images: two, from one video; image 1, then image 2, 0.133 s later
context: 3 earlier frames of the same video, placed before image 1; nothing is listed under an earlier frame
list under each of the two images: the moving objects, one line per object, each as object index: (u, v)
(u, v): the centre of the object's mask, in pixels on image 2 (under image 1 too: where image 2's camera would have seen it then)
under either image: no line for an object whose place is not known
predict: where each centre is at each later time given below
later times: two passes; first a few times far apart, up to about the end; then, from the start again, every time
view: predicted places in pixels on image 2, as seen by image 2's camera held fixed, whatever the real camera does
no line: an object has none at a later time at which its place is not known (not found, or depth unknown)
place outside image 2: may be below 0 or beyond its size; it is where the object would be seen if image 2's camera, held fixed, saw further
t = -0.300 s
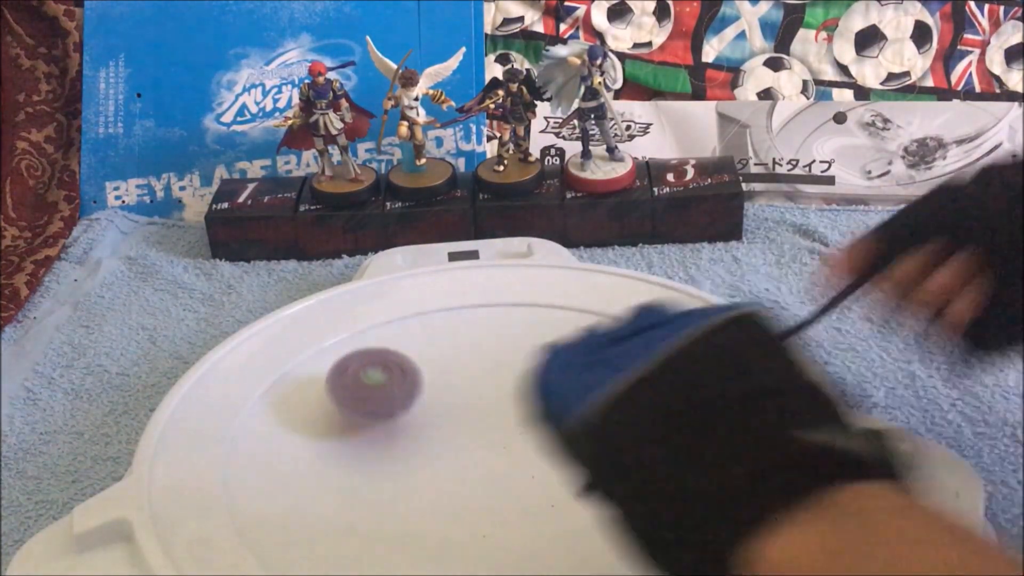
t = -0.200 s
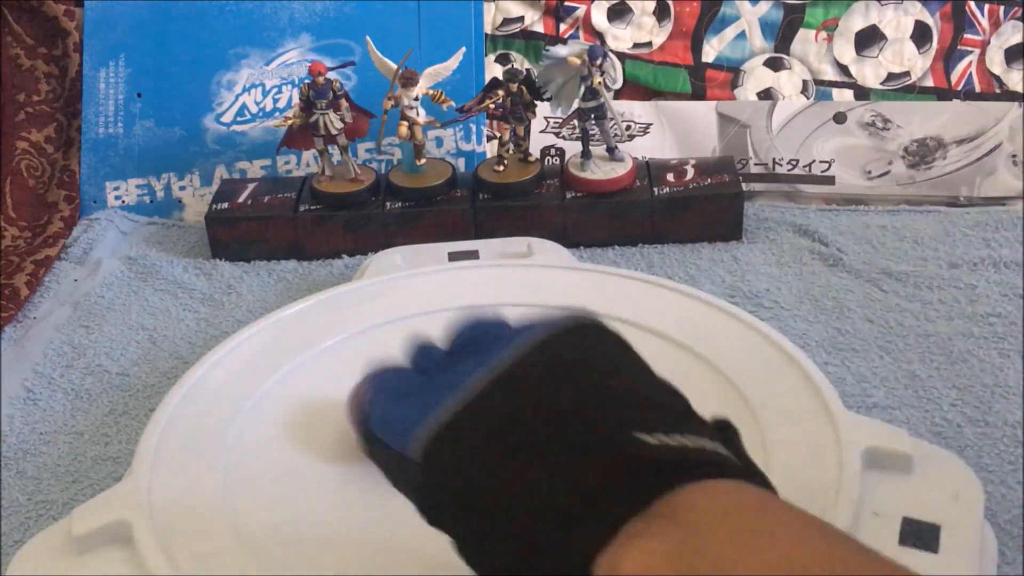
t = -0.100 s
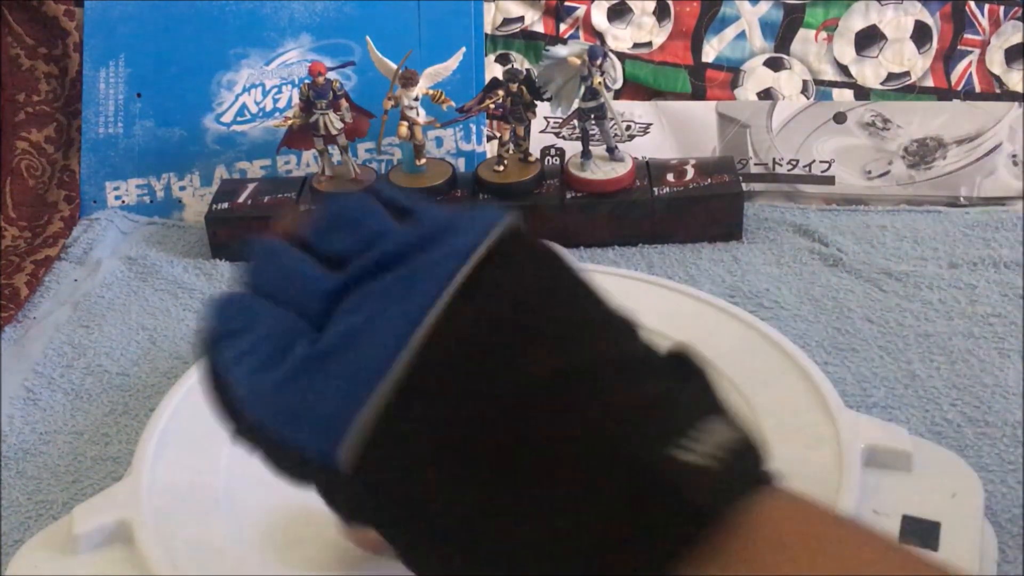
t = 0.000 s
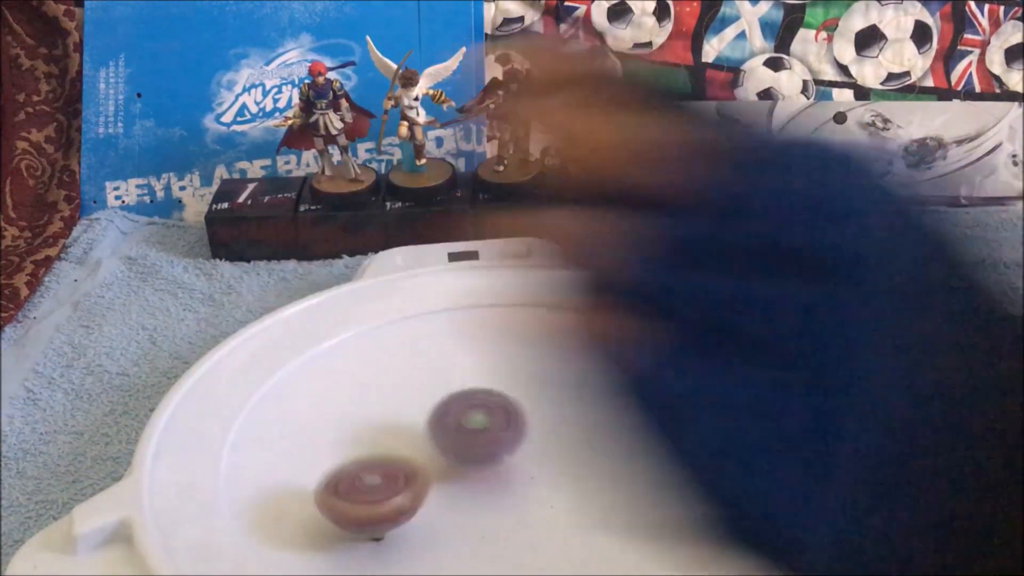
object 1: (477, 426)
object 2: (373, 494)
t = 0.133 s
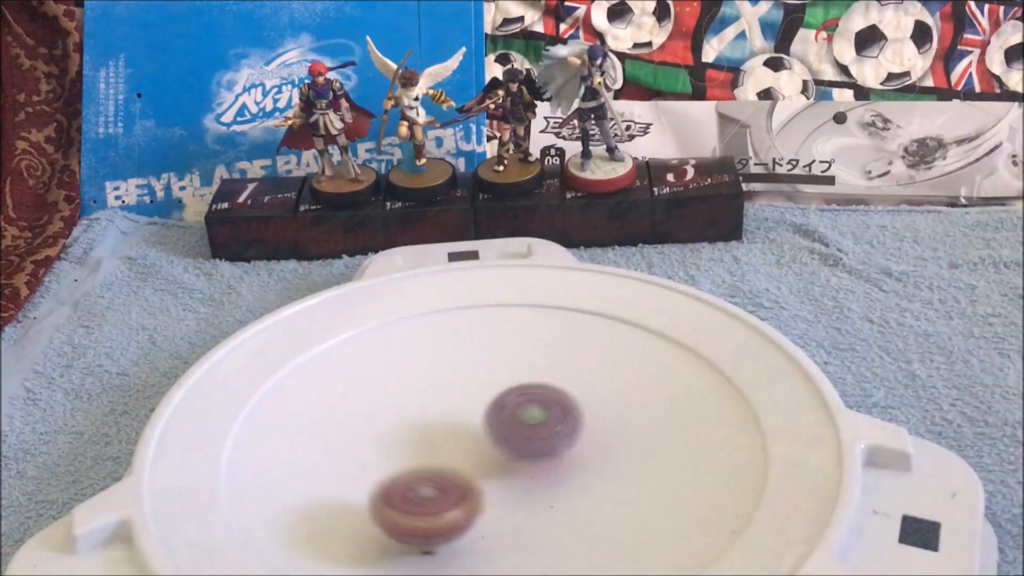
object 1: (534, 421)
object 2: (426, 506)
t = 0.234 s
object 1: (566, 409)
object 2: (477, 509)
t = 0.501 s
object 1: (597, 371)
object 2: (486, 436)
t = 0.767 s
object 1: (564, 353)
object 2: (382, 413)
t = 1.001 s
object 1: (508, 369)
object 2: (359, 430)
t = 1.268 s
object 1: (486, 406)
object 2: (388, 429)
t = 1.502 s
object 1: (504, 426)
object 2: (391, 419)
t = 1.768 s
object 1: (531, 431)
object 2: (397, 404)
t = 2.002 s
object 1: (533, 418)
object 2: (416, 386)
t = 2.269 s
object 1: (504, 414)
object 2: (420, 362)
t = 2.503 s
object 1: (492, 421)
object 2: (417, 360)
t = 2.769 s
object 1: (487, 430)
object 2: (450, 363)
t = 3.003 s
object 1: (499, 431)
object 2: (482, 356)
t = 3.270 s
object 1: (494, 422)
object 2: (507, 352)
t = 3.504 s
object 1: (478, 420)
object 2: (515, 354)
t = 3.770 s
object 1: (454, 428)
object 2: (539, 364)
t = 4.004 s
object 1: (450, 441)
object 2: (557, 374)
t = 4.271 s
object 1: (471, 430)
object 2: (563, 394)
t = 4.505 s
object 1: (455, 416)
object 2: (581, 400)
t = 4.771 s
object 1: (449, 401)
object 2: (557, 418)
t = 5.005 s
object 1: (451, 391)
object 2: (532, 439)
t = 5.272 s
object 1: (465, 385)
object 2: (508, 450)
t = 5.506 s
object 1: (487, 383)
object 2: (484, 450)
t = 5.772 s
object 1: (512, 366)
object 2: (454, 463)
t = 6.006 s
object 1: (516, 365)
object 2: (447, 450)
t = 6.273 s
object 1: (512, 382)
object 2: (427, 419)
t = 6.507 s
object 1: (530, 395)
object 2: (383, 412)
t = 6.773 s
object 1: (523, 413)
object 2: (388, 409)
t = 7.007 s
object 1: (513, 426)
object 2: (421, 394)
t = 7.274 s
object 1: (502, 434)
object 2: (452, 373)
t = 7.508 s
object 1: (486, 432)
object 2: (477, 361)
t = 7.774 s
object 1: (468, 422)
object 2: (510, 357)
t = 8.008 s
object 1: (460, 410)
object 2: (527, 357)
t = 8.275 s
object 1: (455, 401)
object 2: (542, 363)
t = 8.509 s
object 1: (385, 399)
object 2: (621, 361)
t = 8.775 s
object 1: (375, 402)
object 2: (630, 370)
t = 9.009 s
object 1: (413, 408)
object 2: (591, 401)
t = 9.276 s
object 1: (327, 300)
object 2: (716, 495)
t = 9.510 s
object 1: (312, 262)
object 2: (690, 492)
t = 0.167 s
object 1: (545, 418)
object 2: (442, 509)
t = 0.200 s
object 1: (557, 413)
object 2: (459, 510)
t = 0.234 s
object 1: (566, 409)
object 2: (477, 509)
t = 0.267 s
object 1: (574, 404)
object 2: (490, 504)
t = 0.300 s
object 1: (581, 399)
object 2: (499, 496)
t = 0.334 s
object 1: (586, 394)
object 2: (506, 487)
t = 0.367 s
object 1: (591, 389)
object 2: (511, 475)
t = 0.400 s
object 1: (594, 384)
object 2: (511, 465)
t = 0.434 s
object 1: (596, 380)
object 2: (505, 455)
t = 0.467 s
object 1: (597, 375)
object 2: (497, 445)
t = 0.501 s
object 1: (597, 371)
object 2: (486, 436)
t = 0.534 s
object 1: (597, 368)
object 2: (474, 429)
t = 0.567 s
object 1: (595, 364)
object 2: (459, 421)
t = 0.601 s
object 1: (592, 362)
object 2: (444, 418)
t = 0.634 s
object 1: (588, 359)
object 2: (429, 415)
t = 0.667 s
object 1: (584, 357)
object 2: (416, 413)
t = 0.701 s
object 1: (578, 355)
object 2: (403, 411)
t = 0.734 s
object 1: (572, 353)
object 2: (392, 412)
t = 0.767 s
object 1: (564, 353)
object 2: (382, 413)
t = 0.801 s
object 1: (557, 354)
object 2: (375, 414)
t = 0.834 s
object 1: (549, 353)
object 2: (368, 415)
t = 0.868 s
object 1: (540, 356)
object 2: (363, 417)
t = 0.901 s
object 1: (531, 359)
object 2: (359, 420)
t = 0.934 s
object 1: (523, 361)
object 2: (357, 423)
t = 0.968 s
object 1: (515, 365)
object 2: (357, 427)
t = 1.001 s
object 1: (508, 369)
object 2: (359, 430)
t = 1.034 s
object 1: (501, 374)
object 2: (363, 433)
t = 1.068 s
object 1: (492, 380)
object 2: (370, 435)
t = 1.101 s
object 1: (485, 385)
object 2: (379, 435)
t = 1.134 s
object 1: (478, 391)
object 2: (388, 434)
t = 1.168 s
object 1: (475, 396)
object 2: (391, 432)
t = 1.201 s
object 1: (481, 398)
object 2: (388, 431)
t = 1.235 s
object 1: (483, 402)
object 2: (390, 430)
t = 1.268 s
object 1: (486, 406)
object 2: (388, 429)
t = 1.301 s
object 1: (488, 410)
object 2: (387, 428)
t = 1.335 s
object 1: (490, 413)
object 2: (386, 428)
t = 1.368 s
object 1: (491, 416)
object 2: (386, 428)
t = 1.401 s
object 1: (494, 419)
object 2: (388, 427)
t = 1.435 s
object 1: (497, 421)
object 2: (391, 426)
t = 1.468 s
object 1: (501, 424)
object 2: (392, 422)
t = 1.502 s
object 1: (504, 426)
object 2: (391, 419)
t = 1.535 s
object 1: (508, 428)
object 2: (391, 417)
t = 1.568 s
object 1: (512, 429)
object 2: (390, 415)
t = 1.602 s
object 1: (515, 430)
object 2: (390, 413)
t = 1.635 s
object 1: (518, 431)
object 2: (390, 412)
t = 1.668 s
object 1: (522, 431)
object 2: (391, 411)
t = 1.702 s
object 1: (525, 432)
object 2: (393, 409)
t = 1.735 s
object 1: (528, 431)
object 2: (395, 407)
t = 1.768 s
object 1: (531, 431)
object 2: (397, 404)
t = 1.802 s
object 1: (533, 430)
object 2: (399, 401)
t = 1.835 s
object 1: (536, 429)
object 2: (400, 400)
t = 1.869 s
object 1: (537, 427)
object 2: (403, 397)
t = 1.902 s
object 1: (538, 425)
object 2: (406, 394)
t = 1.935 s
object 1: (538, 422)
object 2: (410, 391)
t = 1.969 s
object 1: (535, 420)
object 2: (413, 388)
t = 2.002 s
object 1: (533, 418)
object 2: (416, 386)
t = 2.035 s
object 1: (529, 416)
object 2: (418, 383)
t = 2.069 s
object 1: (525, 414)
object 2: (421, 381)
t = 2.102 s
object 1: (521, 412)
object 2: (423, 379)
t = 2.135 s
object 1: (515, 411)
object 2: (426, 378)
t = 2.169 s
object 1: (511, 410)
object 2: (427, 374)
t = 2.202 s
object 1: (510, 412)
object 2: (424, 368)
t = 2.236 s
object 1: (507, 413)
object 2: (422, 365)
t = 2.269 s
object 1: (504, 414)
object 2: (420, 362)
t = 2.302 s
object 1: (502, 415)
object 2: (419, 361)
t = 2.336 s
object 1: (500, 416)
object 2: (417, 360)
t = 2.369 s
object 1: (498, 417)
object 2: (416, 359)
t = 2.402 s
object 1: (497, 418)
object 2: (416, 359)
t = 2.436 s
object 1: (495, 419)
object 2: (416, 359)
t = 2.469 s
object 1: (494, 420)
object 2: (416, 359)
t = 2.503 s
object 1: (492, 421)
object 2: (417, 360)
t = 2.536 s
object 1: (490, 423)
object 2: (419, 361)
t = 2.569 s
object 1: (489, 423)
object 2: (421, 362)
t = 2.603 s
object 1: (488, 424)
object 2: (425, 363)
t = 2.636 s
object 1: (487, 425)
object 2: (428, 363)
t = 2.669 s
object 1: (487, 425)
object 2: (433, 365)
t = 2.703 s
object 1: (486, 425)
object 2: (438, 365)
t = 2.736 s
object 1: (486, 428)
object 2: (444, 365)
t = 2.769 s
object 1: (487, 430)
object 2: (450, 363)
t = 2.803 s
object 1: (488, 431)
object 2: (455, 362)
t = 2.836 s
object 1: (490, 432)
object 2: (461, 361)
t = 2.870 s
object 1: (491, 433)
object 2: (466, 360)
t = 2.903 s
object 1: (493, 432)
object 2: (470, 358)
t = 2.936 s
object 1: (495, 432)
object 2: (475, 357)
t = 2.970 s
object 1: (498, 432)
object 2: (479, 356)
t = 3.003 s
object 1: (499, 431)
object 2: (482, 356)
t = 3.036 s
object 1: (501, 429)
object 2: (485, 356)
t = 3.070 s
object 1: (502, 428)
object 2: (487, 356)
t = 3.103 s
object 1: (502, 426)
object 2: (489, 355)
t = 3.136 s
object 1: (502, 424)
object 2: (491, 355)
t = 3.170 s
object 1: (500, 424)
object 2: (493, 354)
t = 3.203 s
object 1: (498, 423)
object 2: (499, 353)
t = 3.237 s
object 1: (496, 423)
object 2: (503, 352)
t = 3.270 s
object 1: (494, 422)
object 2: (507, 352)
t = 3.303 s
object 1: (491, 422)
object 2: (510, 352)
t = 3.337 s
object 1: (489, 421)
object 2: (512, 352)
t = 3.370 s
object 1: (487, 420)
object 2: (513, 353)
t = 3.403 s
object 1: (484, 420)
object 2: (513, 352)
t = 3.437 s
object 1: (482, 420)
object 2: (514, 353)
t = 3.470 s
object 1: (480, 420)
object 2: (514, 354)
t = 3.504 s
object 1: (478, 420)
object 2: (515, 354)
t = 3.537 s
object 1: (475, 420)
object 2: (515, 354)
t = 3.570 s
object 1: (474, 420)
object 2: (516, 354)
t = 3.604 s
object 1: (471, 421)
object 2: (517, 356)
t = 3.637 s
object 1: (470, 420)
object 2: (518, 356)
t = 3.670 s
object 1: (467, 421)
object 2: (521, 361)
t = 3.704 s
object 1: (465, 421)
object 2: (524, 363)
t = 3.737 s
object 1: (458, 426)
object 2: (532, 363)
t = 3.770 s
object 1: (454, 428)
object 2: (539, 364)
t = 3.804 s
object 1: (452, 431)
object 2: (543, 365)
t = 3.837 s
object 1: (450, 433)
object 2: (546, 366)
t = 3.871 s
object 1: (449, 435)
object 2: (550, 367)
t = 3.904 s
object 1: (448, 437)
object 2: (552, 369)
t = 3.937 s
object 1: (448, 439)
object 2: (554, 370)
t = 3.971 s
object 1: (448, 440)
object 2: (556, 372)
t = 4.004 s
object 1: (450, 441)
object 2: (557, 374)
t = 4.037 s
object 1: (452, 442)
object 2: (558, 375)
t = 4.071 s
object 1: (455, 442)
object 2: (559, 377)
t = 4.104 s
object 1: (458, 442)
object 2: (560, 380)
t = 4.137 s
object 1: (461, 440)
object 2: (561, 382)
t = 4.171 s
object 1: (464, 438)
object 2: (561, 385)
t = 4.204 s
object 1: (467, 436)
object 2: (562, 388)
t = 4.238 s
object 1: (469, 434)
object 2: (562, 391)
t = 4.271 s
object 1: (471, 430)
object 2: (563, 394)
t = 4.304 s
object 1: (466, 429)
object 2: (570, 395)
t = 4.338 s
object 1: (464, 427)
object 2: (575, 396)
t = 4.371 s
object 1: (462, 425)
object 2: (578, 398)
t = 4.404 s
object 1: (461, 423)
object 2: (580, 399)
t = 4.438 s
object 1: (459, 420)
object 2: (581, 400)
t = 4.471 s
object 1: (457, 418)
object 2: (581, 400)
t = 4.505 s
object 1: (455, 416)
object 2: (581, 400)
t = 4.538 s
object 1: (454, 414)
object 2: (581, 401)
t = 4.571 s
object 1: (453, 412)
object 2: (580, 402)
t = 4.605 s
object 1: (452, 410)
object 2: (577, 404)
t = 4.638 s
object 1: (451, 408)
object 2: (574, 406)
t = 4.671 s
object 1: (450, 406)
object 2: (569, 408)
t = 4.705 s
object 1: (449, 404)
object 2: (566, 411)
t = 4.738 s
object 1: (449, 402)
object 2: (562, 414)
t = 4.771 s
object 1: (449, 401)
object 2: (557, 418)
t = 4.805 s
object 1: (448, 398)
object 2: (553, 421)
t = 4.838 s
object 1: (448, 396)
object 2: (549, 424)
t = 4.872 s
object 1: (448, 395)
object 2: (546, 427)
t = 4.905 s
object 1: (449, 394)
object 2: (542, 430)
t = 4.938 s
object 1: (449, 393)
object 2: (539, 433)
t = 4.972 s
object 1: (450, 392)
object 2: (535, 436)
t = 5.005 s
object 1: (451, 391)
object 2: (532, 439)
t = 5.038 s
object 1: (452, 390)
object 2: (529, 441)
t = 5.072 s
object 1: (453, 389)
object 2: (526, 442)
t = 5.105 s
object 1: (455, 388)
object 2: (522, 444)
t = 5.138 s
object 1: (457, 387)
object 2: (520, 446)
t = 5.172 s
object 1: (458, 387)
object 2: (517, 448)
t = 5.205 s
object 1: (461, 386)
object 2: (514, 449)
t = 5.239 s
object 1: (462, 385)
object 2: (510, 449)
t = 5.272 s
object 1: (465, 385)
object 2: (508, 450)
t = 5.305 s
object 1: (468, 384)
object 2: (504, 451)
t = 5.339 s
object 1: (471, 384)
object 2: (501, 451)
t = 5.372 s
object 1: (474, 384)
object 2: (498, 451)
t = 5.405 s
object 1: (477, 384)
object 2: (495, 451)
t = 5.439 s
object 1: (480, 384)
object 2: (492, 452)
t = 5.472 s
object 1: (483, 383)
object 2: (488, 451)
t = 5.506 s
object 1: (487, 383)
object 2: (484, 450)
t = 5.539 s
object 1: (491, 381)
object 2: (479, 453)
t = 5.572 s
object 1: (495, 377)
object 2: (472, 455)
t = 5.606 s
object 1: (498, 374)
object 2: (466, 458)
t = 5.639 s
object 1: (502, 372)
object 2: (463, 459)
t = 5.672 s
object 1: (504, 370)
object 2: (460, 461)
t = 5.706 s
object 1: (507, 368)
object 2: (457, 462)
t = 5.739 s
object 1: (509, 367)
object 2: (455, 463)
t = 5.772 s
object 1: (512, 366)
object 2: (454, 463)
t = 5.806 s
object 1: (513, 366)
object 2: (454, 462)
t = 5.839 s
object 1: (514, 365)
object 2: (454, 462)
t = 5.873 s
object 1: (515, 364)
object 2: (453, 461)
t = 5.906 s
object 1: (516, 365)
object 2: (452, 459)
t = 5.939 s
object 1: (516, 364)
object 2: (451, 456)
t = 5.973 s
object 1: (516, 365)
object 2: (449, 453)
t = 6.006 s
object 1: (516, 365)
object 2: (447, 450)
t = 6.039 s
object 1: (516, 365)
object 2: (445, 446)
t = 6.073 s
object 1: (516, 367)
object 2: (442, 442)
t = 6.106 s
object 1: (516, 368)
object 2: (441, 437)
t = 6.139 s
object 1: (515, 371)
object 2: (438, 433)
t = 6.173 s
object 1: (515, 373)
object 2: (436, 430)
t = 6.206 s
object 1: (514, 376)
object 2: (433, 426)
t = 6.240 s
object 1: (513, 379)
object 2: (430, 423)
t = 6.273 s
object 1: (512, 382)
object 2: (427, 419)
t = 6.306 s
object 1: (520, 383)
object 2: (414, 418)
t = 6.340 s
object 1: (525, 384)
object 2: (407, 415)
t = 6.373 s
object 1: (527, 387)
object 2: (400, 414)
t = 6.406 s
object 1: (528, 389)
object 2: (394, 413)
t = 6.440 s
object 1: (529, 391)
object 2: (389, 413)
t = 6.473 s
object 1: (529, 393)
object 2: (386, 412)
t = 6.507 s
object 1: (530, 395)
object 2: (383, 412)
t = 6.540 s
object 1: (530, 397)
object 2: (381, 412)
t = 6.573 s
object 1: (530, 399)
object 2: (380, 411)
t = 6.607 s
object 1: (529, 401)
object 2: (379, 411)
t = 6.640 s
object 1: (529, 404)
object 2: (379, 411)
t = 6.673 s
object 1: (527, 406)
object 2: (379, 411)
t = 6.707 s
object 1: (526, 408)
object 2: (381, 411)
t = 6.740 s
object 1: (525, 411)
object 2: (384, 410)
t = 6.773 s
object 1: (523, 413)
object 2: (388, 409)
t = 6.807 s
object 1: (521, 415)
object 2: (392, 408)
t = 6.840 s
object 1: (519, 418)
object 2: (397, 407)
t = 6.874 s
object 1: (517, 420)
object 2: (402, 405)
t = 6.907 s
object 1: (514, 421)
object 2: (408, 403)
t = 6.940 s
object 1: (512, 422)
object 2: (414, 402)
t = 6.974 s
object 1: (513, 425)
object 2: (417, 398)
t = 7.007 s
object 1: (513, 426)
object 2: (421, 394)
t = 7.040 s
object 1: (512, 428)
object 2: (425, 391)
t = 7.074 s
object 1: (511, 430)
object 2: (429, 389)
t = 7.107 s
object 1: (510, 431)
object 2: (433, 386)
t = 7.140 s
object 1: (509, 432)
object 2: (437, 383)
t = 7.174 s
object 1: (508, 433)
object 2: (441, 380)
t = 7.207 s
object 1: (506, 433)
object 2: (445, 378)
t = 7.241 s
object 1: (504, 434)
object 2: (448, 375)
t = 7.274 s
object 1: (502, 434)
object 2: (452, 373)
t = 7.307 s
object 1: (500, 434)
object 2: (456, 371)
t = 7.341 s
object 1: (498, 434)
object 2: (459, 369)
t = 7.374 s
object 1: (496, 434)
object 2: (463, 367)
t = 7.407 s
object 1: (493, 433)
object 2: (467, 365)
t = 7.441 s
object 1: (490, 434)
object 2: (470, 364)
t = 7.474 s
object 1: (488, 432)
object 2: (474, 362)
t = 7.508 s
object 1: (486, 432)
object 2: (477, 361)
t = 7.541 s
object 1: (484, 430)
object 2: (480, 361)
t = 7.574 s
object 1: (481, 429)
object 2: (484, 360)
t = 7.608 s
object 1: (479, 428)
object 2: (488, 359)
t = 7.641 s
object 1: (476, 427)
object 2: (493, 359)
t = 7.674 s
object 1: (474, 427)
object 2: (498, 358)
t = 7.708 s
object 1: (472, 425)
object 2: (502, 357)
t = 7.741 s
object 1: (470, 423)
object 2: (506, 357)
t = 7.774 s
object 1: (468, 422)
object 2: (510, 357)
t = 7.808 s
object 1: (466, 420)
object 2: (513, 357)
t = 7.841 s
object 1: (465, 418)
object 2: (516, 356)
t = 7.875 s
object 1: (464, 416)
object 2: (518, 356)
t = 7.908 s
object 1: (463, 415)
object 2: (521, 356)
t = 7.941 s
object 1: (462, 413)
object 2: (522, 356)
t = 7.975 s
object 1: (461, 412)
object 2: (524, 357)
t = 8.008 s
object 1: (460, 410)
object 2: (527, 357)
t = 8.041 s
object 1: (458, 409)
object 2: (531, 357)
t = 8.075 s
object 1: (456, 408)
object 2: (534, 357)
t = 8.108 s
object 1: (456, 407)
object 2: (536, 357)
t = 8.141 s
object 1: (455, 406)
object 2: (538, 357)
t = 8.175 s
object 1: (455, 405)
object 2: (540, 358)
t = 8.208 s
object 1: (455, 404)
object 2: (541, 359)
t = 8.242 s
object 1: (455, 402)
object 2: (542, 360)
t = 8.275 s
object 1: (455, 401)
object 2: (542, 363)
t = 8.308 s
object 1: (454, 400)
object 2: (545, 365)
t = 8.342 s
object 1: (425, 400)
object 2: (575, 364)
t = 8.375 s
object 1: (408, 398)
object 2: (594, 365)
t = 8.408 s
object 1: (400, 398)
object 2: (602, 364)
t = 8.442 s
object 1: (395, 399)
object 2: (609, 363)
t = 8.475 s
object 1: (390, 398)
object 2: (615, 362)
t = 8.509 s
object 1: (385, 399)
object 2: (621, 361)
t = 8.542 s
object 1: (381, 398)
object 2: (625, 361)
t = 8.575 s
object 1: (377, 399)
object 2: (628, 361)
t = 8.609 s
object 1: (374, 398)
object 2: (631, 361)
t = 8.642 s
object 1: (372, 399)
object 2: (632, 362)
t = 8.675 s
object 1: (370, 400)
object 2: (633, 364)
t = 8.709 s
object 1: (369, 400)
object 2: (633, 365)
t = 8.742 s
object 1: (371, 401)
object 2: (632, 366)
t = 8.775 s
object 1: (375, 402)
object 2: (630, 370)
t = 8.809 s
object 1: (379, 403)
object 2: (627, 373)
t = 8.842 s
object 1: (384, 404)
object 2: (623, 378)
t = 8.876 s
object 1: (388, 405)
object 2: (617, 382)
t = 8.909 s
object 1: (394, 406)
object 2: (612, 386)
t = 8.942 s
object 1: (400, 407)
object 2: (605, 391)
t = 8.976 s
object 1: (406, 407)
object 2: (599, 396)
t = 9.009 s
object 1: (413, 408)
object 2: (591, 401)
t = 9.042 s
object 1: (421, 409)
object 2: (584, 406)
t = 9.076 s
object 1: (430, 410)
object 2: (575, 411)
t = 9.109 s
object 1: (439, 411)
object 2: (566, 416)
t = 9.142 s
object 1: (449, 412)
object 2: (556, 420)
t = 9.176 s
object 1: (428, 389)
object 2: (582, 439)
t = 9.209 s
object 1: (378, 351)
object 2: (640, 467)
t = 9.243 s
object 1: (345, 321)
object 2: (690, 486)
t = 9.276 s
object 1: (327, 300)
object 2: (716, 495)
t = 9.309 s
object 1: (314, 289)
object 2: (714, 494)
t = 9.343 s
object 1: (307, 282)
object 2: (707, 493)
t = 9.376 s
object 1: (308, 274)
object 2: (703, 489)
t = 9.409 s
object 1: (309, 271)
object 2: (699, 489)
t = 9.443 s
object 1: (310, 267)
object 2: (696, 488)
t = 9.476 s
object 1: (310, 267)
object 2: (694, 490)
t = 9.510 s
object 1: (312, 262)
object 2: (690, 492)
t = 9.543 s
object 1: (310, 253)
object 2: (686, 494)
